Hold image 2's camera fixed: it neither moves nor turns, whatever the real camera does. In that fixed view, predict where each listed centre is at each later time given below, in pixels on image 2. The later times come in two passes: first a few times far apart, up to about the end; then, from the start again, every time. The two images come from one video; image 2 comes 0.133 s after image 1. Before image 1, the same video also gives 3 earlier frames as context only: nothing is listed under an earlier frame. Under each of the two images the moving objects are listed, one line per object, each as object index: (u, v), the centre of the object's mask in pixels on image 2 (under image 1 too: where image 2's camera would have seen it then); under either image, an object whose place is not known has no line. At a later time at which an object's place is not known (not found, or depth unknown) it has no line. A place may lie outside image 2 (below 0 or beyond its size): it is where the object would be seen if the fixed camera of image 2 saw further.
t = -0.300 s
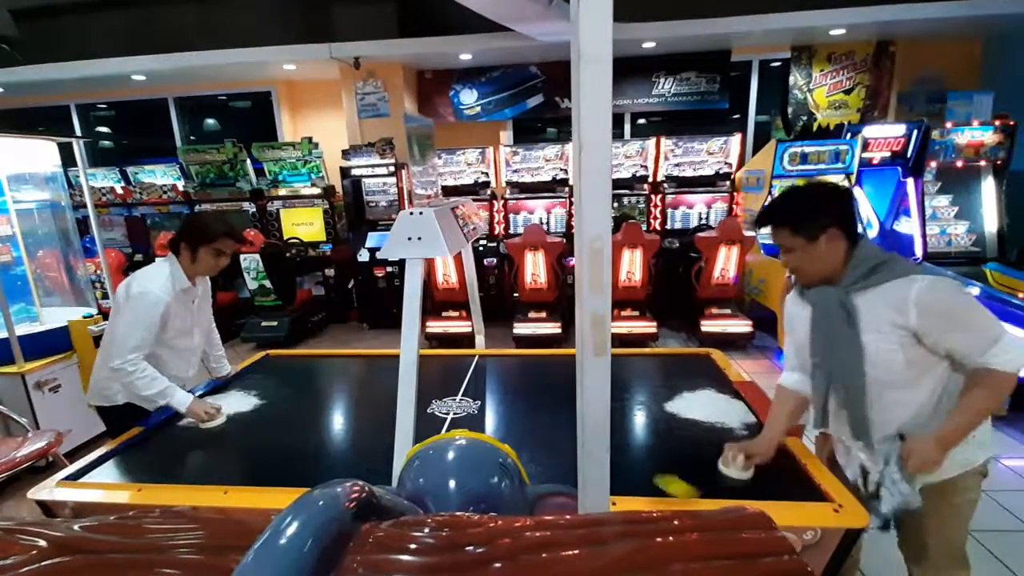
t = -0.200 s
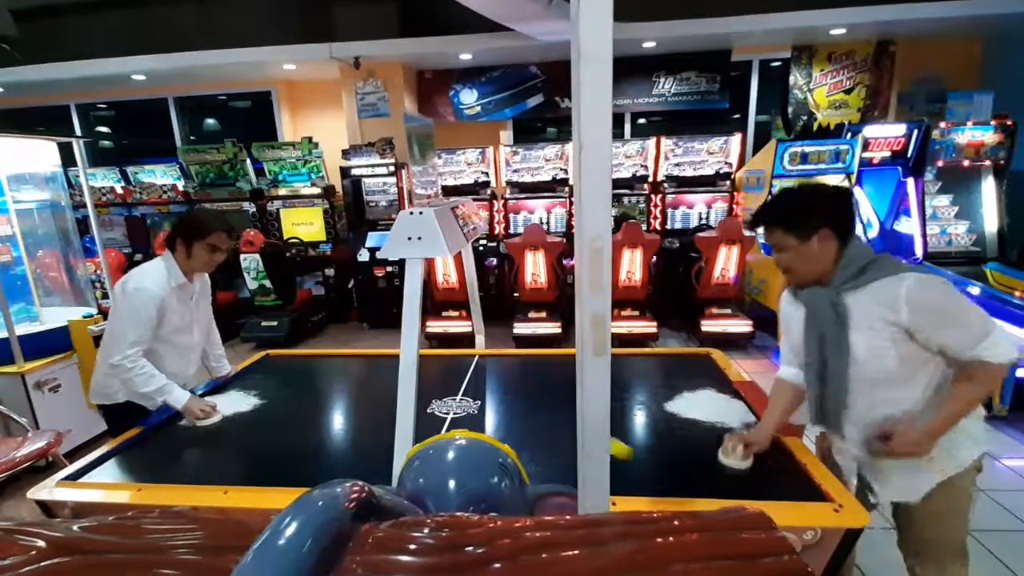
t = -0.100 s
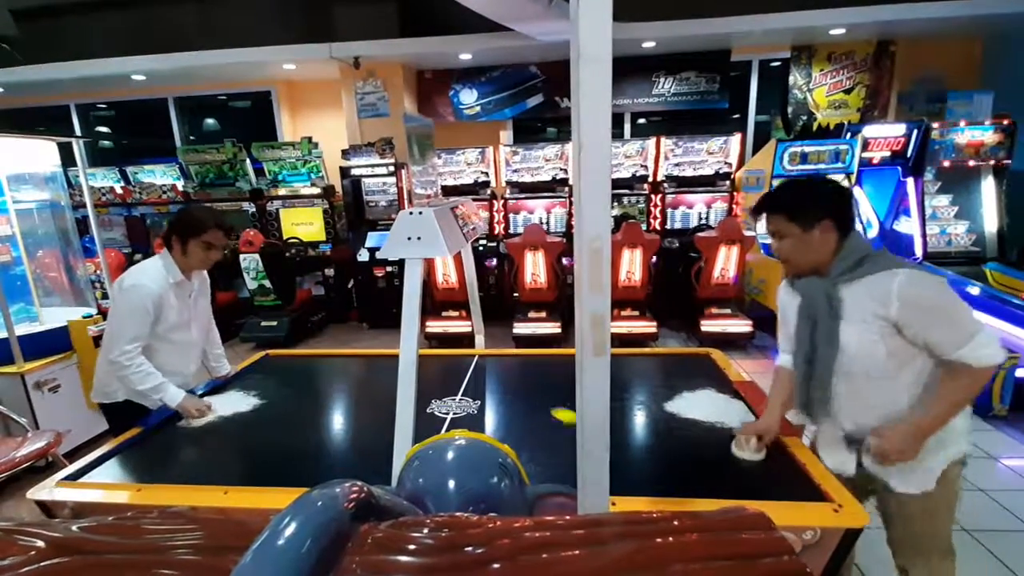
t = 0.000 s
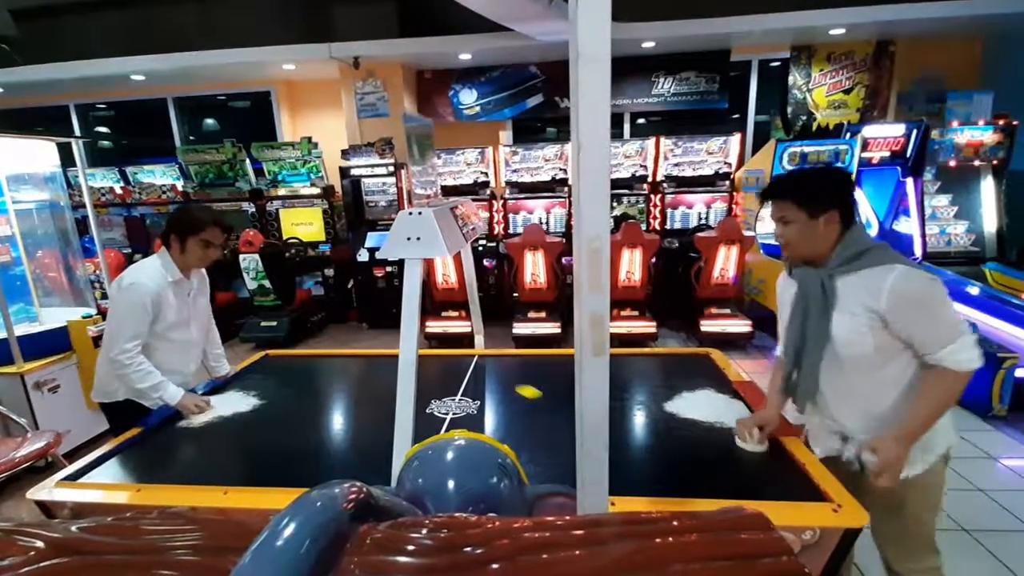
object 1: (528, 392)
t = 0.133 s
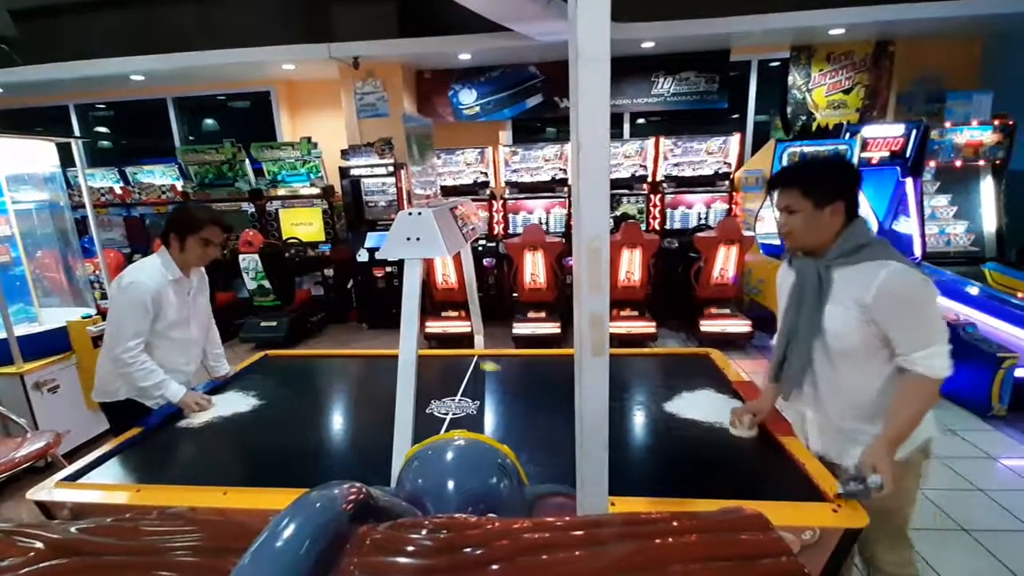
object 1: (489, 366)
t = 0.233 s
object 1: (462, 363)
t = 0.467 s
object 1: (383, 399)
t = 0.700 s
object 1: (269, 448)
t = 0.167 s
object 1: (482, 361)
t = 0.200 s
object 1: (472, 360)
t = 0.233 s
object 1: (462, 363)
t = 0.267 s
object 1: (453, 368)
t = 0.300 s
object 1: (442, 372)
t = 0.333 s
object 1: (433, 377)
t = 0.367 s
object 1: (424, 382)
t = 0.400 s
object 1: (419, 384)
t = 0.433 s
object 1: (390, 395)
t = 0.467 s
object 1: (383, 399)
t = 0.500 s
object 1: (369, 404)
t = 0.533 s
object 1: (356, 410)
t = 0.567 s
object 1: (340, 418)
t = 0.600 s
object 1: (320, 426)
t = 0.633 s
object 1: (306, 432)
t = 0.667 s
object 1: (287, 440)
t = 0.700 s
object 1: (269, 448)
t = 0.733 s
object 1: (249, 457)
